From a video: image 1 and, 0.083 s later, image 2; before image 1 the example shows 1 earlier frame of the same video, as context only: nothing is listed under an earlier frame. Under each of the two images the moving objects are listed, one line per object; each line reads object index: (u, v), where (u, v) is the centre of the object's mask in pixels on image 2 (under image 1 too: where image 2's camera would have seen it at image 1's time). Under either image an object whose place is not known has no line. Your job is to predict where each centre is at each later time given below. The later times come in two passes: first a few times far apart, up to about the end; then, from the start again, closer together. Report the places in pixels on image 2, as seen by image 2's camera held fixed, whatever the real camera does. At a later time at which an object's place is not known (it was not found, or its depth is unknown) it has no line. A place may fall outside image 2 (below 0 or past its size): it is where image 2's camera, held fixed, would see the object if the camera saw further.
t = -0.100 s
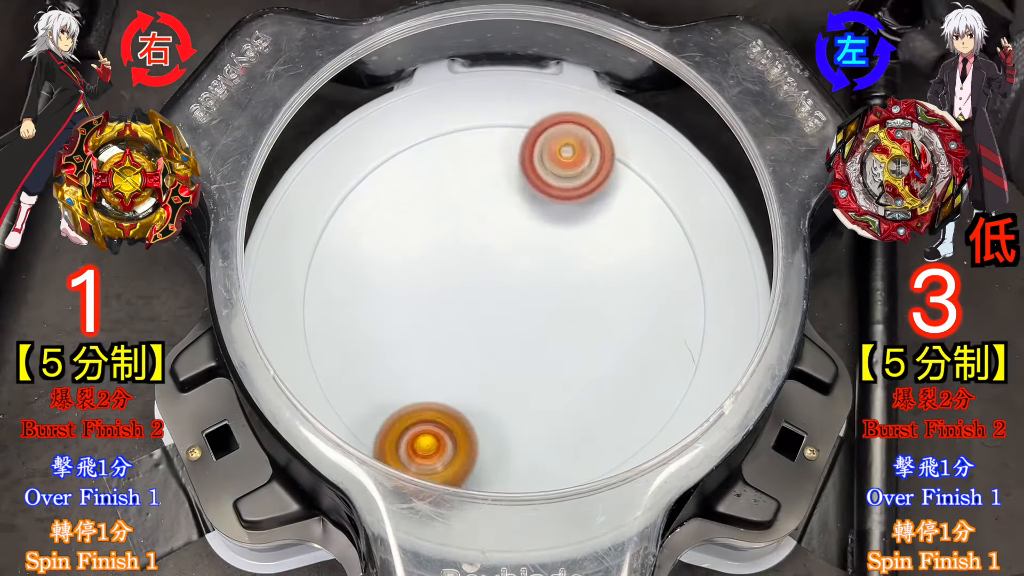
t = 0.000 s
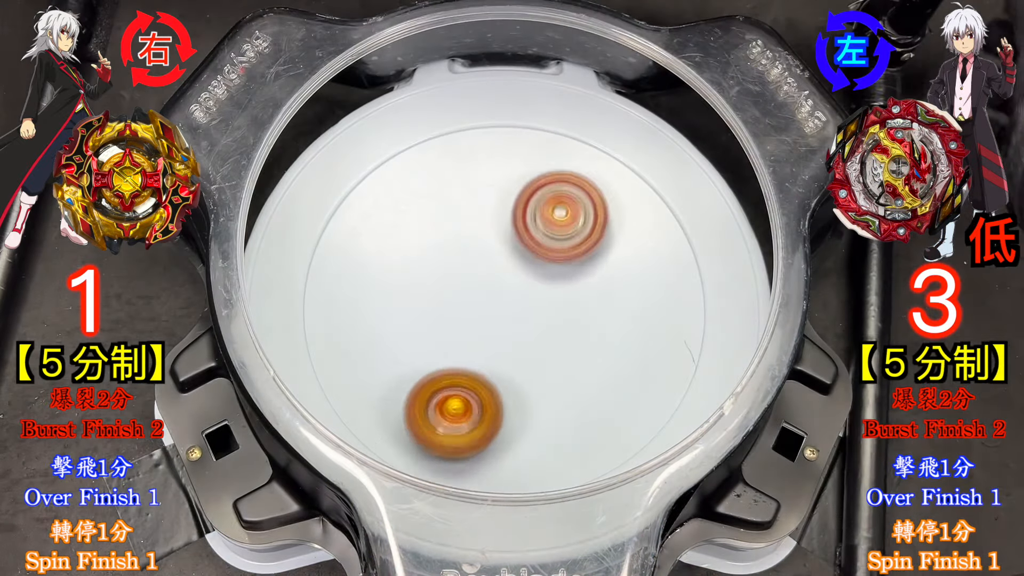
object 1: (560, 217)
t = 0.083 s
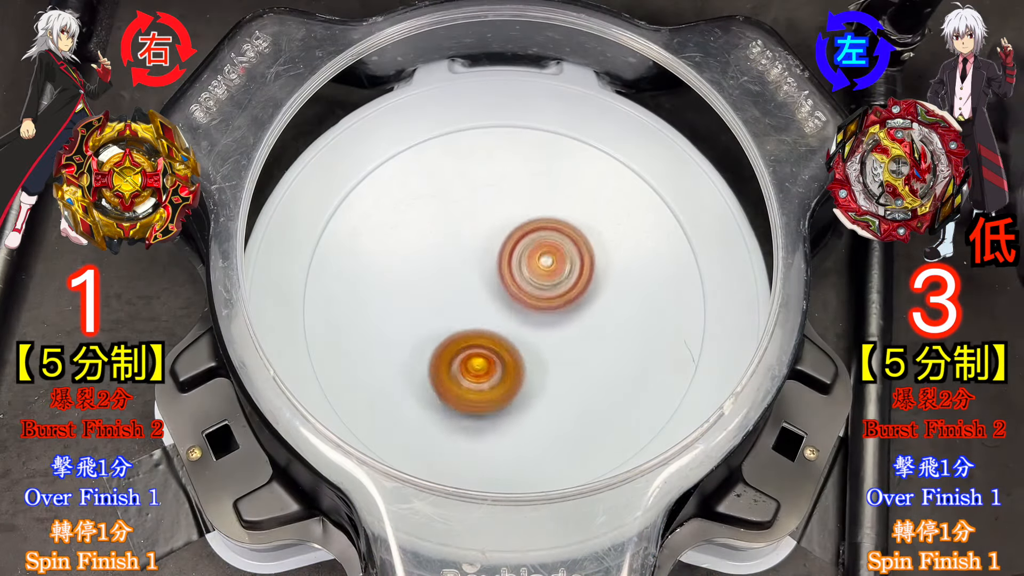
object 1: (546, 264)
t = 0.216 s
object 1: (538, 257)
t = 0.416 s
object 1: (504, 258)
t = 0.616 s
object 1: (502, 156)
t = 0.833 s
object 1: (568, 198)
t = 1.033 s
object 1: (532, 334)
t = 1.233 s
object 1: (425, 314)
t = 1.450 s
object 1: (357, 188)
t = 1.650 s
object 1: (491, 154)
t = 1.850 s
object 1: (598, 295)
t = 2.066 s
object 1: (488, 450)
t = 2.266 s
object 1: (324, 359)
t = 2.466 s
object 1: (351, 203)
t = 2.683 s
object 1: (499, 184)
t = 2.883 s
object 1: (583, 351)
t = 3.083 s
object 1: (479, 461)
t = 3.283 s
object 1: (394, 411)
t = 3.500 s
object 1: (439, 350)
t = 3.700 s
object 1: (496, 313)
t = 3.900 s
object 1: (560, 363)
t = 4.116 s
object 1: (535, 453)
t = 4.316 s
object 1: (420, 439)
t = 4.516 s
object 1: (406, 305)
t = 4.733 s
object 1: (522, 250)
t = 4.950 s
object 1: (662, 310)
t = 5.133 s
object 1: (642, 413)
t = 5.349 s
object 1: (470, 413)
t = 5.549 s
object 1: (442, 250)
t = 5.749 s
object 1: (572, 170)
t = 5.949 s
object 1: (675, 253)
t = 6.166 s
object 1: (620, 382)
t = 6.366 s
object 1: (512, 357)
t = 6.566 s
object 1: (525, 242)
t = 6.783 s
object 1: (610, 200)
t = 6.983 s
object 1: (660, 265)
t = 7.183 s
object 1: (586, 324)
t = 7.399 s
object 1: (458, 284)
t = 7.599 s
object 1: (461, 304)
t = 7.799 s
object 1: (446, 249)
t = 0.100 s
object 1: (542, 273)
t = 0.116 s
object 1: (538, 281)
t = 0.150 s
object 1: (539, 272)
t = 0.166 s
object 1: (540, 268)
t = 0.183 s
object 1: (540, 264)
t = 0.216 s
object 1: (538, 257)
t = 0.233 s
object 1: (536, 255)
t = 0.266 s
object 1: (532, 252)
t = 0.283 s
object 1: (529, 252)
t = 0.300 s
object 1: (527, 252)
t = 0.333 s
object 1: (520, 253)
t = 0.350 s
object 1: (517, 254)
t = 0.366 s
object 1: (514, 255)
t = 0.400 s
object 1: (507, 256)
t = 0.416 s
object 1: (504, 258)
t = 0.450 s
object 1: (498, 260)
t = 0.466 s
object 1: (494, 260)
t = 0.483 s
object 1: (491, 261)
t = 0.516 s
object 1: (485, 262)
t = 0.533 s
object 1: (487, 244)
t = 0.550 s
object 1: (490, 224)
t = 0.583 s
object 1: (496, 188)
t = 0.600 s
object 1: (499, 171)
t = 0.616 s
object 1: (502, 156)
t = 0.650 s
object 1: (510, 131)
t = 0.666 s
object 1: (515, 120)
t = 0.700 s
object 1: (526, 119)
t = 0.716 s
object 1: (531, 127)
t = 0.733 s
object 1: (536, 137)
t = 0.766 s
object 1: (549, 155)
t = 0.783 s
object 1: (554, 166)
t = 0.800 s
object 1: (560, 176)
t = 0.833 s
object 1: (568, 198)
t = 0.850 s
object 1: (571, 209)
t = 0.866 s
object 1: (573, 219)
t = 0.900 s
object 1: (575, 241)
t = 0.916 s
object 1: (574, 252)
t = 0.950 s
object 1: (568, 277)
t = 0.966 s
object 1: (564, 289)
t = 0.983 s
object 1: (558, 301)
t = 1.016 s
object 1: (542, 324)
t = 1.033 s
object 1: (532, 334)
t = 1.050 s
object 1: (521, 344)
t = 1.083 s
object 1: (498, 358)
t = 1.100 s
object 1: (489, 358)
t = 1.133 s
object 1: (474, 349)
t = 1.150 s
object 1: (466, 345)
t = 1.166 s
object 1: (459, 339)
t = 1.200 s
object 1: (442, 327)
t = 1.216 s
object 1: (434, 320)
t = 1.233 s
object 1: (425, 314)
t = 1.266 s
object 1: (407, 299)
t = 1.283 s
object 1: (398, 292)
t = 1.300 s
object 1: (390, 282)
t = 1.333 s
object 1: (375, 264)
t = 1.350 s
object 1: (368, 253)
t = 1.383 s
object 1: (359, 232)
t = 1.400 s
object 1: (357, 221)
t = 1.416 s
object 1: (356, 210)
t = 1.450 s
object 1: (357, 188)
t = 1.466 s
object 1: (359, 177)
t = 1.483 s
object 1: (363, 167)
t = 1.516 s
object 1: (386, 160)
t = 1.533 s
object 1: (399, 157)
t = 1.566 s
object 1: (425, 152)
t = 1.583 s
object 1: (439, 151)
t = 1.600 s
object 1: (451, 150)
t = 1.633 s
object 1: (478, 151)
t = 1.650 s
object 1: (491, 154)
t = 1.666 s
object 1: (504, 159)
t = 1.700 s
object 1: (530, 172)
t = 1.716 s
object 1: (542, 181)
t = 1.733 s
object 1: (553, 191)
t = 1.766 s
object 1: (573, 217)
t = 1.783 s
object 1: (580, 232)
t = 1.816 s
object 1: (592, 262)
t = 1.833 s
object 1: (596, 279)
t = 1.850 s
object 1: (598, 295)
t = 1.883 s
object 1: (598, 329)
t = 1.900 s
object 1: (595, 344)
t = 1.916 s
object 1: (591, 360)
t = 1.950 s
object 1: (579, 390)
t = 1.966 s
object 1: (569, 403)
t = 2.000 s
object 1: (548, 427)
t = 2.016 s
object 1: (535, 437)
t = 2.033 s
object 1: (520, 444)
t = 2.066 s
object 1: (488, 450)
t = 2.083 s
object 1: (472, 450)
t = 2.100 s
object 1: (454, 450)
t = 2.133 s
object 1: (422, 444)
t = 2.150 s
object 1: (404, 439)
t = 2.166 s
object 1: (389, 433)
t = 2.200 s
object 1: (365, 412)
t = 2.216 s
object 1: (354, 400)
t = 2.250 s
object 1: (333, 373)
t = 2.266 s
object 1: (324, 359)
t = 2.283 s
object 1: (316, 343)
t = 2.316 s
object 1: (306, 311)
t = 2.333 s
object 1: (309, 295)
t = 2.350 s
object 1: (304, 281)
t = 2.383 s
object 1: (313, 254)
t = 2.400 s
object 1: (319, 243)
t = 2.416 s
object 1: (326, 234)
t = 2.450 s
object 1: (342, 211)
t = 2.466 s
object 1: (351, 203)
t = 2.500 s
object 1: (370, 187)
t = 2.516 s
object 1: (380, 180)
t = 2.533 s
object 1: (391, 175)
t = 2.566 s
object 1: (413, 167)
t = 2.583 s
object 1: (424, 166)
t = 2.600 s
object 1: (436, 165)
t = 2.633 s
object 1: (460, 167)
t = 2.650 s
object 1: (473, 172)
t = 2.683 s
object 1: (499, 184)
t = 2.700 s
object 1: (511, 193)
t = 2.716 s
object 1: (524, 203)
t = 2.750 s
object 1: (545, 226)
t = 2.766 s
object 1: (554, 239)
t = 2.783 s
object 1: (563, 252)
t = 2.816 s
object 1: (575, 285)
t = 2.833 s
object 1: (578, 302)
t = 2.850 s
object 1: (582, 318)
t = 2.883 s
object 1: (583, 351)
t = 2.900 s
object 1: (582, 367)
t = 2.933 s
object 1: (576, 396)
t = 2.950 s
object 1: (570, 410)
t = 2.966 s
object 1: (563, 423)
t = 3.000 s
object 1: (545, 443)
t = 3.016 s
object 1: (533, 449)
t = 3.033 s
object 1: (520, 453)
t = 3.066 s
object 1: (494, 459)
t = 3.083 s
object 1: (479, 461)
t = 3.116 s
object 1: (451, 457)
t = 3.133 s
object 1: (439, 451)
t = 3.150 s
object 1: (427, 444)
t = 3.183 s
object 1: (402, 426)
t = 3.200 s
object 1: (391, 415)
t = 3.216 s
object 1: (384, 408)
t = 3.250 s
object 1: (389, 412)
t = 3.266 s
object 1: (392, 411)
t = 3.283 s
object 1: (394, 411)
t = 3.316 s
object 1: (400, 406)
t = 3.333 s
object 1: (403, 403)
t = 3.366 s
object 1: (410, 394)
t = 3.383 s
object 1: (412, 390)
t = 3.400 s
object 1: (416, 384)
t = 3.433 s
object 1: (423, 373)
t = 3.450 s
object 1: (427, 368)
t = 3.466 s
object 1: (431, 361)
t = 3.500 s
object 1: (439, 350)
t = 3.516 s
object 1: (443, 344)
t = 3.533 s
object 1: (447, 339)
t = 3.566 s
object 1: (455, 330)
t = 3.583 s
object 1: (459, 325)
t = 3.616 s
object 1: (469, 319)
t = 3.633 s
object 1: (474, 317)
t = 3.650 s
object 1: (480, 315)
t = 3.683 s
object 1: (490, 313)
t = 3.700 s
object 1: (496, 313)
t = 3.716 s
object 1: (501, 314)
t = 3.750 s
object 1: (514, 317)
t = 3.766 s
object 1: (519, 319)
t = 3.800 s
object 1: (530, 324)
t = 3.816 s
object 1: (535, 327)
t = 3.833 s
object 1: (540, 331)
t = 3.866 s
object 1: (550, 345)
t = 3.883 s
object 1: (555, 354)
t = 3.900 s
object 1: (560, 363)
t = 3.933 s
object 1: (566, 380)
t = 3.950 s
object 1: (568, 389)
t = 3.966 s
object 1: (569, 397)
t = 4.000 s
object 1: (567, 414)
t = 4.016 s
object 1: (566, 422)
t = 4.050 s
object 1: (560, 436)
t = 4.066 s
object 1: (555, 442)
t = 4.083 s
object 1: (548, 446)
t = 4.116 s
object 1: (535, 453)
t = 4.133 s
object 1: (527, 455)
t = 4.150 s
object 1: (519, 457)
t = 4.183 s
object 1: (501, 459)
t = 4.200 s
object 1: (491, 459)
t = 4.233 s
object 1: (471, 457)
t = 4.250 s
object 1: (461, 455)
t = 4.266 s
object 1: (450, 452)
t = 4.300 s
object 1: (429, 444)
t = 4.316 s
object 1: (420, 439)
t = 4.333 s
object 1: (411, 433)
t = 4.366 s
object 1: (395, 418)
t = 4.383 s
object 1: (390, 409)
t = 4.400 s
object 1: (386, 397)
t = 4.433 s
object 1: (383, 371)
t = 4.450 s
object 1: (385, 357)
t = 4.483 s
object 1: (391, 331)
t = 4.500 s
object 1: (398, 318)
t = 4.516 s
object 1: (406, 305)
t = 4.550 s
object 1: (425, 282)
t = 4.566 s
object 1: (432, 275)
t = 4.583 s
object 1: (437, 271)
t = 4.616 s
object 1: (450, 263)
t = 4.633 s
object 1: (458, 259)
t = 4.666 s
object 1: (476, 254)
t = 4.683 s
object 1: (487, 253)
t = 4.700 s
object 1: (498, 251)
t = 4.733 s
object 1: (522, 250)
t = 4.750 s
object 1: (534, 250)
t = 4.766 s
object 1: (547, 251)
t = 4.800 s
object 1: (571, 255)
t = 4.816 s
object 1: (583, 258)
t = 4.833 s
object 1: (595, 261)
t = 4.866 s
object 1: (618, 272)
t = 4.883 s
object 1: (629, 278)
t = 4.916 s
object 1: (647, 293)
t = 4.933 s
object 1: (655, 301)
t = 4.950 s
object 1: (662, 310)
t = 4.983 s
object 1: (674, 329)
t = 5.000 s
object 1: (678, 339)
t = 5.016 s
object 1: (681, 350)
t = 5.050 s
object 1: (681, 372)
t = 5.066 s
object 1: (679, 381)
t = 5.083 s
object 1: (674, 390)
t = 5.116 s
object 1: (653, 406)
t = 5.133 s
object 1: (642, 413)
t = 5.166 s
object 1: (617, 426)
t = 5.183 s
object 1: (604, 432)
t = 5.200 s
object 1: (590, 437)
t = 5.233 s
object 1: (564, 443)
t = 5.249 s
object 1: (550, 444)
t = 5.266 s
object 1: (536, 444)
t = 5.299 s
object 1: (508, 438)
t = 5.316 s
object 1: (494, 431)
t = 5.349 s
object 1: (470, 413)
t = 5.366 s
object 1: (459, 402)
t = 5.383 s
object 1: (451, 390)
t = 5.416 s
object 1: (437, 362)
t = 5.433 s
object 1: (433, 348)
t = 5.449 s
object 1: (430, 333)
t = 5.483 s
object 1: (429, 304)
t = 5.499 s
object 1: (430, 289)
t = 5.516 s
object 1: (433, 276)
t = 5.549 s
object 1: (442, 250)
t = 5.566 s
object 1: (448, 239)
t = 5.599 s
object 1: (464, 218)
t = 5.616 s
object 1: (474, 209)
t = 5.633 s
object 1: (484, 201)
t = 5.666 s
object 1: (507, 187)
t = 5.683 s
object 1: (519, 182)
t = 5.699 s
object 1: (532, 178)
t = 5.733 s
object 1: (559, 172)
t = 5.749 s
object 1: (572, 170)
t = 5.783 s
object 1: (600, 170)
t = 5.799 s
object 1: (613, 173)
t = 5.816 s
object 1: (626, 175)
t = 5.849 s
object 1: (652, 182)
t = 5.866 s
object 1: (664, 188)
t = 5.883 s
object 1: (671, 196)
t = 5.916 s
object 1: (674, 225)
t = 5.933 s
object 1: (675, 239)
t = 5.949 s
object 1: (675, 253)
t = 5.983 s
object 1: (677, 278)
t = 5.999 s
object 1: (678, 291)
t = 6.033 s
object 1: (677, 315)
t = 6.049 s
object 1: (675, 326)
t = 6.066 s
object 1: (671, 336)
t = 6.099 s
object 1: (660, 355)
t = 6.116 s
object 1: (652, 363)
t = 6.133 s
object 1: (642, 370)
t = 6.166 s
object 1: (620, 382)
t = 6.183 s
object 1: (607, 386)
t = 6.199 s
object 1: (596, 391)
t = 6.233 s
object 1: (577, 395)
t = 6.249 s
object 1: (566, 396)
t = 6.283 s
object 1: (541, 391)
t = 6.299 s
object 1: (528, 387)
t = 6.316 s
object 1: (515, 381)
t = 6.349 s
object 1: (512, 366)
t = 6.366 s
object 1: (512, 357)
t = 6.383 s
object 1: (511, 348)
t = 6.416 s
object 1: (509, 328)
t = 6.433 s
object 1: (508, 318)
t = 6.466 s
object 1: (509, 297)
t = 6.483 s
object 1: (510, 287)
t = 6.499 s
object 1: (512, 277)
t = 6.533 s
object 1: (517, 259)
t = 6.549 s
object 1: (521, 250)
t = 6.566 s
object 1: (525, 242)
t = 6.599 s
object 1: (535, 227)
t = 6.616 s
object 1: (541, 221)
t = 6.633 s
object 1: (547, 216)
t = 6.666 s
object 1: (560, 207)
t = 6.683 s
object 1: (567, 204)
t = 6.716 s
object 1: (581, 200)
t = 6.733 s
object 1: (588, 199)
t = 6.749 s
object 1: (596, 198)
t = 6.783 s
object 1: (610, 200)
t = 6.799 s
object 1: (618, 202)
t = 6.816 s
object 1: (625, 205)
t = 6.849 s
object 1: (639, 213)
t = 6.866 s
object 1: (645, 219)
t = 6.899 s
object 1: (654, 231)
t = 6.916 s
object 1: (657, 237)
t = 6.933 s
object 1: (659, 244)
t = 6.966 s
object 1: (661, 258)
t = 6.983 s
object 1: (660, 265)
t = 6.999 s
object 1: (657, 271)
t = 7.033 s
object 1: (651, 284)
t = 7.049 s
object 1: (646, 290)
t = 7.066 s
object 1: (641, 296)
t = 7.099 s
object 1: (628, 306)
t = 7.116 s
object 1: (620, 311)
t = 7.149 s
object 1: (603, 319)
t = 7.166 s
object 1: (594, 321)
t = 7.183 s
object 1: (586, 324)
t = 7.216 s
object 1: (564, 328)
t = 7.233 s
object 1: (553, 327)
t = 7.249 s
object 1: (542, 327)
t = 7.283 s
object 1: (520, 321)
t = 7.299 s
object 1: (509, 318)
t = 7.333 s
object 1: (488, 308)
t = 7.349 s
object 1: (479, 301)
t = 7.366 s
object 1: (471, 295)
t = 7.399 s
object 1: (458, 284)
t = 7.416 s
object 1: (459, 288)
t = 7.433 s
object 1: (459, 292)
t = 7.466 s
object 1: (459, 300)
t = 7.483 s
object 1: (460, 302)
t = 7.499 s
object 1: (461, 304)
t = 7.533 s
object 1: (462, 306)
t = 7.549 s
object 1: (462, 307)
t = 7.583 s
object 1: (462, 306)
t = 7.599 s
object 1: (461, 304)
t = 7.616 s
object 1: (461, 302)
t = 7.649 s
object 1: (459, 296)
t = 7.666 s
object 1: (458, 293)
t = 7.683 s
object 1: (456, 289)
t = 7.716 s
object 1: (452, 278)
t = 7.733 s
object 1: (450, 273)
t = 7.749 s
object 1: (449, 267)
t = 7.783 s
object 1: (447, 255)
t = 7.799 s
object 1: (446, 249)
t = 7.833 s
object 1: (447, 236)
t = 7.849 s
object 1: (448, 230)
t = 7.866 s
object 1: (450, 224)
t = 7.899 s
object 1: (455, 214)
